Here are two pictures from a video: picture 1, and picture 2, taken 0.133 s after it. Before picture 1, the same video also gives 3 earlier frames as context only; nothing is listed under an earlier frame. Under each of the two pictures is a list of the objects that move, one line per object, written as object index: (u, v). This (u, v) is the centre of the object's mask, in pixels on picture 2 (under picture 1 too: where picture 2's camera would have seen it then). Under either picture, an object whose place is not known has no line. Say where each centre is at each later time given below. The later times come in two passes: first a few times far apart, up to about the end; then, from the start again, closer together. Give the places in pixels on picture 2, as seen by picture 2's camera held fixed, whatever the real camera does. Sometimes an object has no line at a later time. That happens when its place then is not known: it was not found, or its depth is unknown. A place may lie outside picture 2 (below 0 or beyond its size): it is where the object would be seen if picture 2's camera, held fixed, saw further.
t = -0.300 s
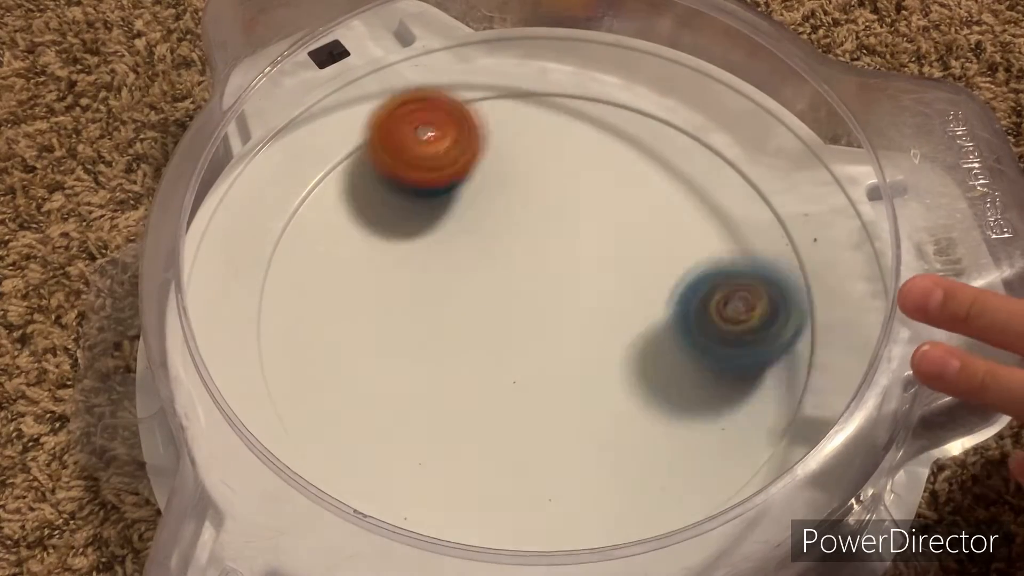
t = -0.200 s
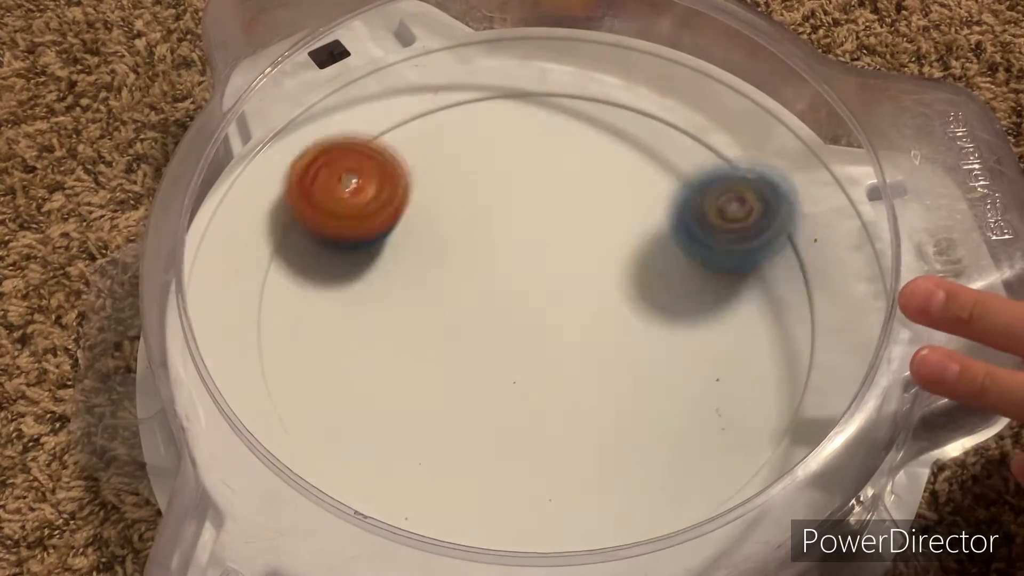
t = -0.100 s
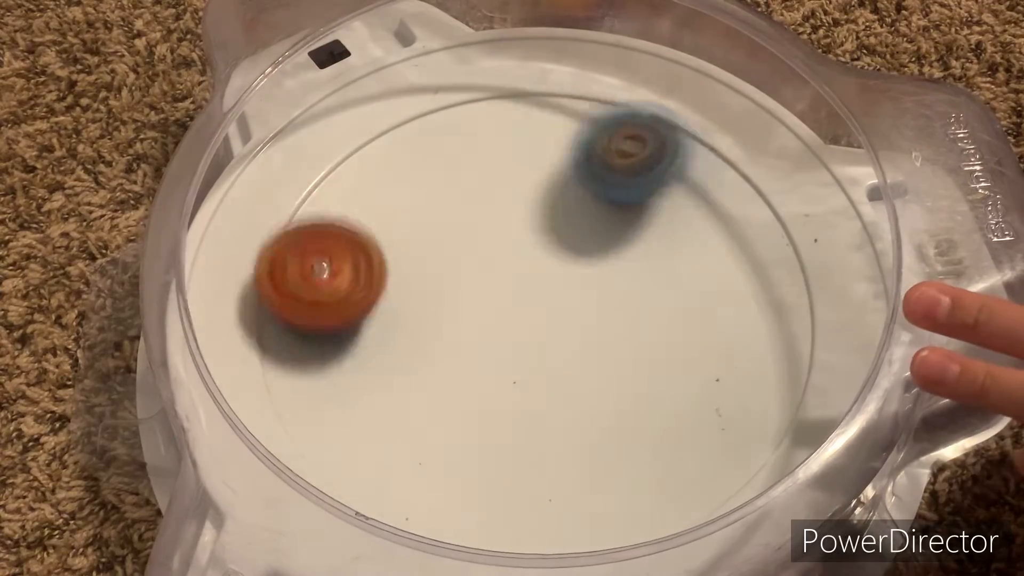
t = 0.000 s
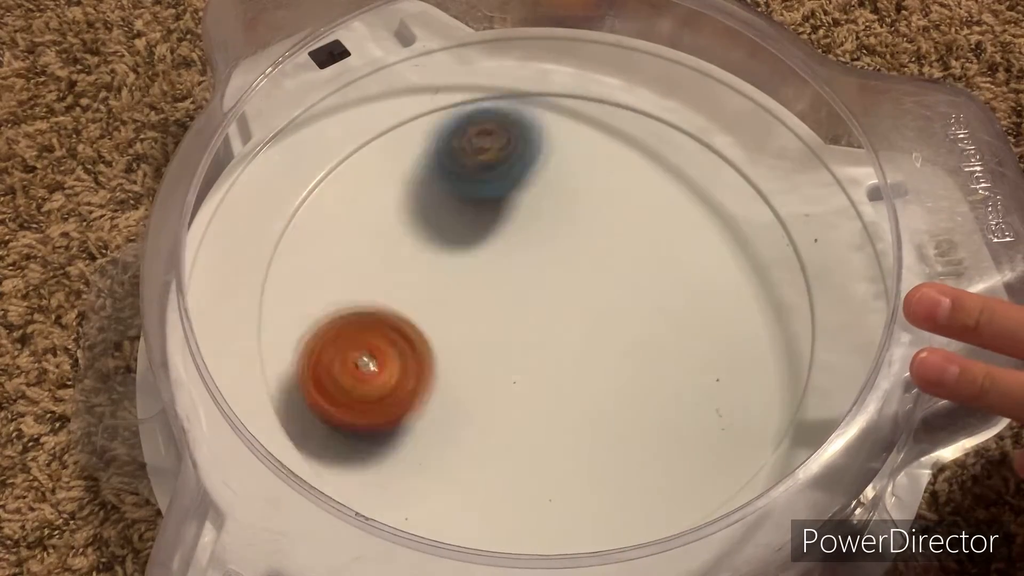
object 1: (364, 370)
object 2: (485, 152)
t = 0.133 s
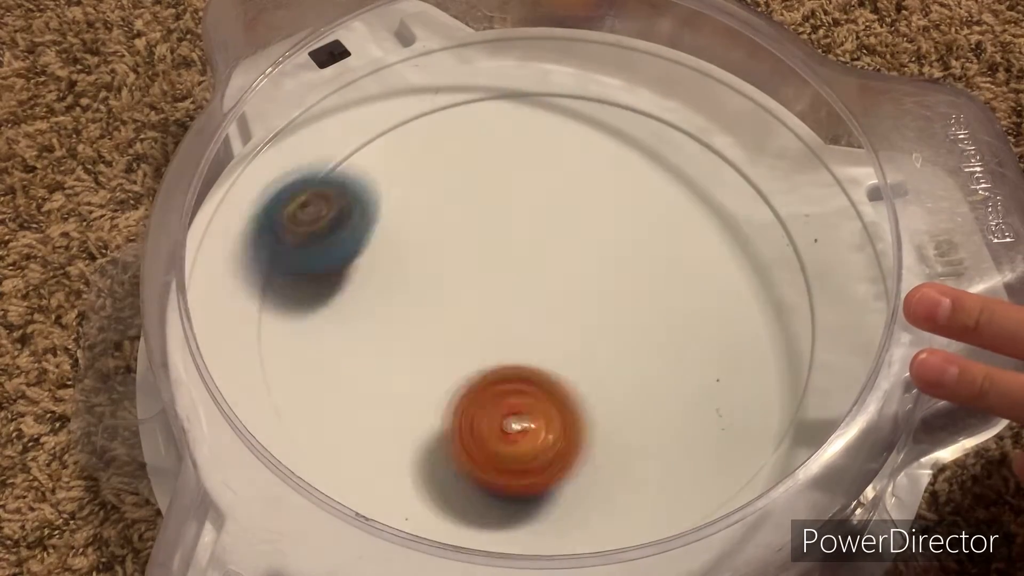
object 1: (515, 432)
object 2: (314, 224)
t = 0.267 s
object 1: (671, 370)
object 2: (267, 360)
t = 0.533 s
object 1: (655, 138)
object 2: (723, 452)
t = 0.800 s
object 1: (417, 159)
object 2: (620, 76)
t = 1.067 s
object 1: (444, 397)
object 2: (286, 389)
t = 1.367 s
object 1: (785, 217)
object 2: (696, 434)
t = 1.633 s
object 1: (611, 83)
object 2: (502, 155)
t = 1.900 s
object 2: (250, 249)
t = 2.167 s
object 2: (421, 460)
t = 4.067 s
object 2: (526, 255)
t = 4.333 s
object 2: (593, 275)
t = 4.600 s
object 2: (672, 228)
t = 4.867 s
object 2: (610, 202)
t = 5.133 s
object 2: (536, 317)
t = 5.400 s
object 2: (576, 388)
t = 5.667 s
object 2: (610, 368)
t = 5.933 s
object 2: (510, 308)
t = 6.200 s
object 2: (425, 312)
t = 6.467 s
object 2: (449, 335)
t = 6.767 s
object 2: (542, 260)
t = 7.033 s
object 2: (533, 197)
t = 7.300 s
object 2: (550, 31)
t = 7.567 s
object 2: (554, 319)
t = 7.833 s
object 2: (602, 394)
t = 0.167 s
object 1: (559, 427)
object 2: (285, 251)
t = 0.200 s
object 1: (602, 414)
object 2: (261, 286)
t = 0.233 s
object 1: (639, 395)
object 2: (253, 323)
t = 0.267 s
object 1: (671, 370)
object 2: (267, 360)
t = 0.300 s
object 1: (698, 340)
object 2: (293, 397)
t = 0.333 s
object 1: (714, 308)
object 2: (329, 432)
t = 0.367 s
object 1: (722, 275)
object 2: (376, 465)
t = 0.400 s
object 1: (721, 241)
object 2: (435, 494)
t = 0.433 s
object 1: (715, 211)
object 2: (503, 509)
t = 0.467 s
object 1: (700, 184)
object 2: (578, 508)
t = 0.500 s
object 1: (680, 159)
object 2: (660, 489)
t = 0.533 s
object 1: (655, 138)
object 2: (723, 452)
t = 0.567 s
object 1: (627, 122)
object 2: (776, 407)
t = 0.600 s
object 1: (596, 112)
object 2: (803, 345)
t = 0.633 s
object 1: (563, 106)
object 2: (810, 285)
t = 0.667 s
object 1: (531, 107)
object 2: (796, 228)
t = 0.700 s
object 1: (499, 112)
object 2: (768, 177)
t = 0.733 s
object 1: (469, 123)
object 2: (728, 136)
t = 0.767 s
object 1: (440, 139)
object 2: (675, 101)
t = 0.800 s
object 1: (417, 159)
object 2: (620, 76)
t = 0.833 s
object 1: (395, 183)
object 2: (558, 63)
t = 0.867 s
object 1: (381, 212)
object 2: (490, 69)
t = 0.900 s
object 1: (373, 243)
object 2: (423, 86)
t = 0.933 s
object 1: (372, 275)
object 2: (361, 115)
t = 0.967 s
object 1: (380, 310)
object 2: (304, 167)
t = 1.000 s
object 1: (394, 342)
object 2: (268, 232)
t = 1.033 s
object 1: (416, 372)
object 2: (256, 312)
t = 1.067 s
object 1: (444, 397)
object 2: (286, 389)
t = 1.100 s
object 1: (479, 418)
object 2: (354, 455)
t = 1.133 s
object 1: (535, 422)
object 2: (428, 496)
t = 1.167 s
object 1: (620, 401)
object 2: (483, 513)
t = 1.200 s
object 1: (694, 376)
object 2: (545, 529)
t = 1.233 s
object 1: (755, 345)
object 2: (586, 528)
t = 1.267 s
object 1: (798, 311)
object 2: (625, 511)
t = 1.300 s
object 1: (822, 275)
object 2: (654, 492)
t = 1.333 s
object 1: (805, 243)
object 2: (682, 470)
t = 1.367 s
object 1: (785, 217)
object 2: (696, 434)
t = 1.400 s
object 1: (764, 190)
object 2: (701, 391)
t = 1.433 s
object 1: (744, 166)
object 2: (695, 347)
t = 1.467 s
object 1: (724, 145)
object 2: (677, 301)
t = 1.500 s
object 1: (703, 126)
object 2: (653, 257)
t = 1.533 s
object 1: (680, 112)
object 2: (624, 219)
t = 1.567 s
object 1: (656, 101)
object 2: (593, 188)
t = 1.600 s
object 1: (637, 87)
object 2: (547, 170)
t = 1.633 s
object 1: (611, 83)
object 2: (502, 155)
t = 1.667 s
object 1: (586, 82)
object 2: (453, 146)
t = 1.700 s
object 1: (560, 86)
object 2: (406, 138)
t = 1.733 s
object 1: (534, 94)
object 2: (365, 140)
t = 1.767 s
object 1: (510, 107)
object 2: (326, 148)
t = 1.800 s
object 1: (490, 123)
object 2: (301, 164)
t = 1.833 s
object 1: (473, 146)
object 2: (281, 192)
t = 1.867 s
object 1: (460, 171)
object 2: (263, 218)
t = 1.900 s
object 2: (250, 249)
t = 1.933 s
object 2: (241, 281)
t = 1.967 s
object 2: (242, 314)
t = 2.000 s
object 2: (251, 345)
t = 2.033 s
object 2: (268, 374)
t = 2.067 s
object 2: (292, 400)
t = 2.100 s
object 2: (324, 425)
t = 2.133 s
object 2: (367, 449)
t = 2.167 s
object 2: (421, 460)
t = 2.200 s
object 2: (459, 456)
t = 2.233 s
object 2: (460, 468)
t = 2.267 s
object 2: (465, 475)
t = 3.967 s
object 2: (512, 228)
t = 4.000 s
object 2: (515, 237)
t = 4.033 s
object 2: (520, 247)
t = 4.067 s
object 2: (526, 255)
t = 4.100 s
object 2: (532, 262)
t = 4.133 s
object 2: (540, 268)
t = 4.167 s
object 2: (547, 273)
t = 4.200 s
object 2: (556, 275)
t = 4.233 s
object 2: (565, 276)
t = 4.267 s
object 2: (575, 277)
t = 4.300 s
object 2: (585, 276)
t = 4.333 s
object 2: (593, 275)
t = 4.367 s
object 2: (602, 274)
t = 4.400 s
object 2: (609, 271)
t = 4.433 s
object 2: (615, 269)
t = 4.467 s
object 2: (619, 268)
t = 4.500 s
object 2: (638, 259)
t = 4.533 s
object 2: (654, 247)
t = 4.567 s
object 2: (666, 237)
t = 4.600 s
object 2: (672, 228)
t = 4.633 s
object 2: (675, 219)
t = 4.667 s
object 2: (673, 210)
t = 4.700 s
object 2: (670, 203)
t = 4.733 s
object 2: (662, 196)
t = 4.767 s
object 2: (651, 193)
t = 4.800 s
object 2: (639, 193)
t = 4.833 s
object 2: (625, 196)
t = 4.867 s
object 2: (610, 202)
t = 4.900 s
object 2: (593, 212)
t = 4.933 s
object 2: (580, 224)
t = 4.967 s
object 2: (569, 237)
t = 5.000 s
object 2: (558, 253)
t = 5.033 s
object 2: (548, 269)
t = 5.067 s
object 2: (542, 285)
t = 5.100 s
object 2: (539, 301)
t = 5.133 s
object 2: (536, 317)
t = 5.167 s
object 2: (536, 331)
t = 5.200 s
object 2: (539, 343)
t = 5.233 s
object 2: (542, 355)
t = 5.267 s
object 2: (548, 363)
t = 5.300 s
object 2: (554, 372)
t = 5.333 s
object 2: (561, 378)
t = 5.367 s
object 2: (568, 384)
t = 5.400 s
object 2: (576, 388)
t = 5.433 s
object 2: (583, 392)
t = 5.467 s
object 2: (591, 393)
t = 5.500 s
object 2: (598, 394)
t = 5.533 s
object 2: (605, 392)
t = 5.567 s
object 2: (610, 388)
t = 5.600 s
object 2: (612, 383)
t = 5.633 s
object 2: (613, 376)
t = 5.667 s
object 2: (610, 368)
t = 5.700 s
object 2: (606, 360)
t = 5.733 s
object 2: (596, 350)
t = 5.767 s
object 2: (585, 341)
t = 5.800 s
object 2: (571, 332)
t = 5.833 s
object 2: (557, 324)
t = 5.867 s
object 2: (541, 317)
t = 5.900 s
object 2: (525, 312)
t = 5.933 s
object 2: (510, 308)
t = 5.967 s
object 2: (494, 302)
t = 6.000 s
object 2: (481, 300)
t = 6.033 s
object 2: (469, 299)
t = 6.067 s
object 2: (457, 300)
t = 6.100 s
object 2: (448, 301)
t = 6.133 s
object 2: (438, 304)
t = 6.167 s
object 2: (432, 308)
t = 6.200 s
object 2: (425, 312)
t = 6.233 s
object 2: (422, 316)
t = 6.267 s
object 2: (419, 320)
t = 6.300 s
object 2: (419, 325)
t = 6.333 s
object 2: (421, 329)
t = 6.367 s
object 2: (425, 332)
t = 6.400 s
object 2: (431, 335)
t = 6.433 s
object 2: (439, 335)
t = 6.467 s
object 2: (449, 335)
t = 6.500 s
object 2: (461, 333)
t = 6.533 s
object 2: (474, 328)
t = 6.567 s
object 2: (487, 322)
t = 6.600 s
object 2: (498, 313)
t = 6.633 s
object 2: (511, 303)
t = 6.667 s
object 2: (521, 293)
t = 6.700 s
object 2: (530, 282)
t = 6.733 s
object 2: (537, 271)
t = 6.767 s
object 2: (542, 260)
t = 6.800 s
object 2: (545, 248)
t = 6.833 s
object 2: (547, 238)
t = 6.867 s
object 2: (547, 229)
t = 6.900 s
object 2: (546, 220)
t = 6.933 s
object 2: (544, 213)
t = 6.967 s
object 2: (541, 206)
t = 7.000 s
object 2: (538, 201)
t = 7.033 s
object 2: (533, 197)
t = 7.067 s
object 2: (528, 195)
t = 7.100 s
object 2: (524, 194)
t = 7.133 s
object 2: (519, 195)
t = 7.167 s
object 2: (516, 198)
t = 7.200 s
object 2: (514, 202)
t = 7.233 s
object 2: (526, 137)
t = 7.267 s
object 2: (533, 69)
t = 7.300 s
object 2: (550, 31)
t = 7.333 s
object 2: (557, 47)
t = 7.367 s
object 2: (560, 89)
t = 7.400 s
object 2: (557, 123)
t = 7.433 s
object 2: (558, 162)
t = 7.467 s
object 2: (559, 203)
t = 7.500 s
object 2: (560, 243)
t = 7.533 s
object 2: (560, 280)
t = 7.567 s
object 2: (554, 319)
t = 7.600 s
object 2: (556, 348)
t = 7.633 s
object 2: (553, 375)
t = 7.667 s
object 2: (551, 399)
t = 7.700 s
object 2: (551, 414)
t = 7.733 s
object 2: (557, 422)
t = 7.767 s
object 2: (569, 420)
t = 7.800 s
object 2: (587, 407)
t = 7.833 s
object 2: (602, 394)
